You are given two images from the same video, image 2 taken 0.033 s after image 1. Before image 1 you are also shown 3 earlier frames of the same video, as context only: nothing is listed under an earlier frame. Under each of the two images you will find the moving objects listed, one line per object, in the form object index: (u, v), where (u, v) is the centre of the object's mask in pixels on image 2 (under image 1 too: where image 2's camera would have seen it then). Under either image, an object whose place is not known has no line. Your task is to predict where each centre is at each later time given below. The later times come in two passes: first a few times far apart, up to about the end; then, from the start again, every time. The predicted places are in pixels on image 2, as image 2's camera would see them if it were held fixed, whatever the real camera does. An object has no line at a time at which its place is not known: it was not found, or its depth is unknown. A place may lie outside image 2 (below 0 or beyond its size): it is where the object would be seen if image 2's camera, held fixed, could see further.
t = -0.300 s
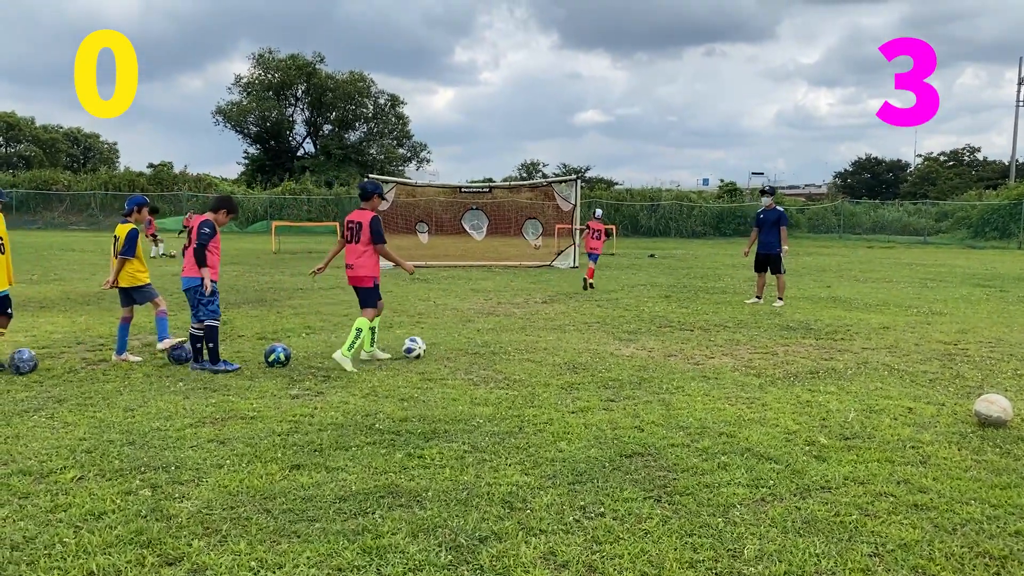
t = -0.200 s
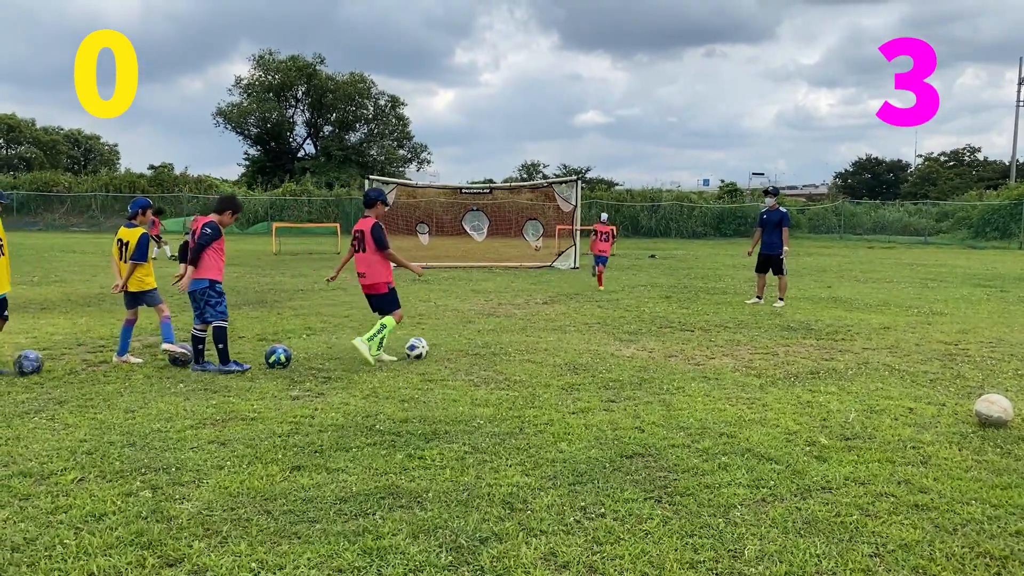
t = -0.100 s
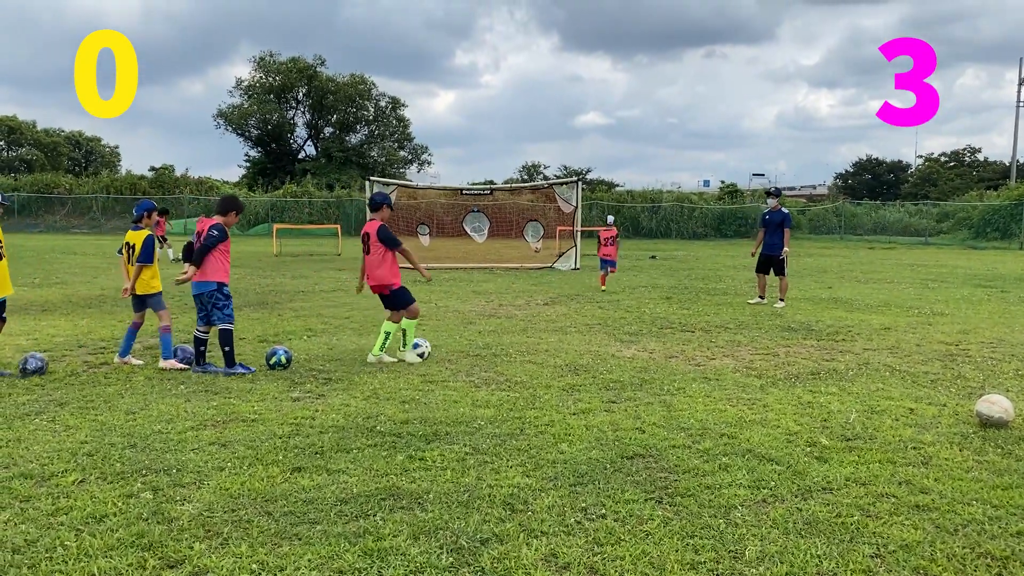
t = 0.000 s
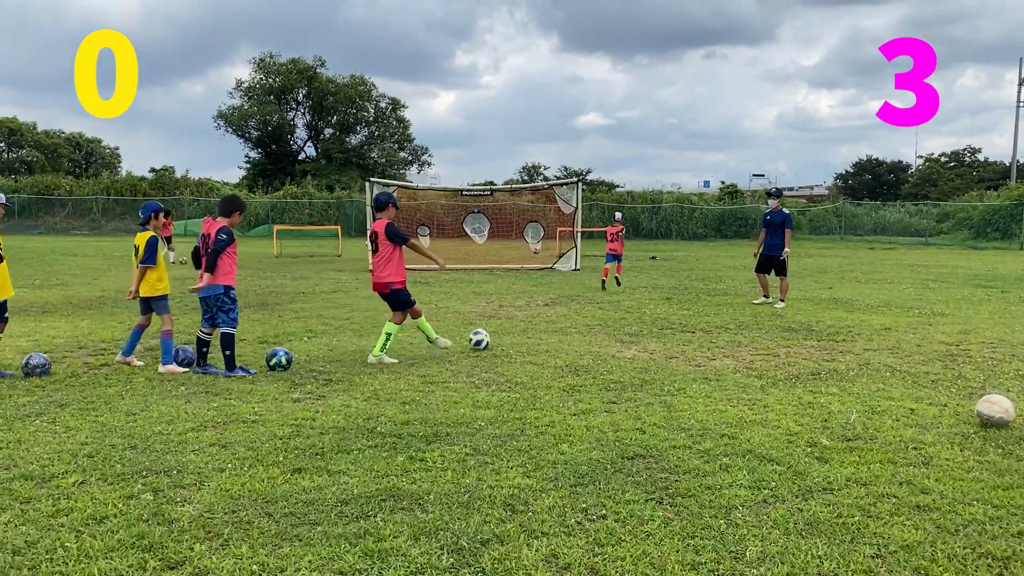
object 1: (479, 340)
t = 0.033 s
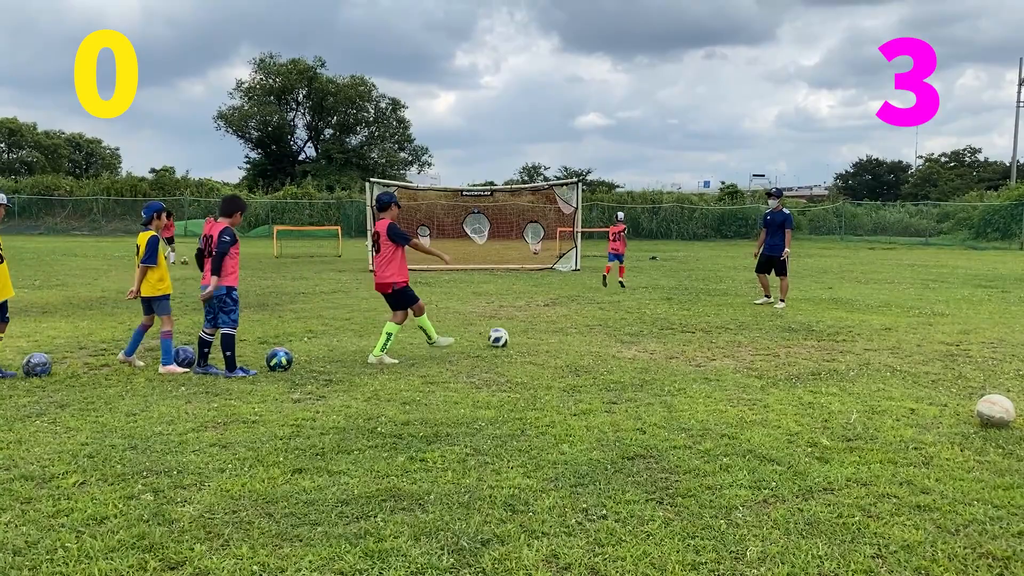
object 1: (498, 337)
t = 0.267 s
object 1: (594, 320)
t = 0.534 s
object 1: (659, 308)
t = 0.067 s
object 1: (514, 334)
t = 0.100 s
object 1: (530, 330)
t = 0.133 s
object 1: (545, 327)
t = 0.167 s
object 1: (559, 326)
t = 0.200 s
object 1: (573, 326)
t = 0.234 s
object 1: (584, 324)
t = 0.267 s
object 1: (594, 320)
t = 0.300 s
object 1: (604, 317)
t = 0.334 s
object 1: (613, 314)
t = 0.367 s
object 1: (622, 313)
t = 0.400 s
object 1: (630, 313)
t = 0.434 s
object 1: (639, 313)
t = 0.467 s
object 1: (647, 313)
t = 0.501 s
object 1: (653, 310)
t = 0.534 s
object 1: (659, 308)
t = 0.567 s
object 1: (665, 307)
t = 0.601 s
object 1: (671, 307)
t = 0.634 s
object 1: (677, 307)
